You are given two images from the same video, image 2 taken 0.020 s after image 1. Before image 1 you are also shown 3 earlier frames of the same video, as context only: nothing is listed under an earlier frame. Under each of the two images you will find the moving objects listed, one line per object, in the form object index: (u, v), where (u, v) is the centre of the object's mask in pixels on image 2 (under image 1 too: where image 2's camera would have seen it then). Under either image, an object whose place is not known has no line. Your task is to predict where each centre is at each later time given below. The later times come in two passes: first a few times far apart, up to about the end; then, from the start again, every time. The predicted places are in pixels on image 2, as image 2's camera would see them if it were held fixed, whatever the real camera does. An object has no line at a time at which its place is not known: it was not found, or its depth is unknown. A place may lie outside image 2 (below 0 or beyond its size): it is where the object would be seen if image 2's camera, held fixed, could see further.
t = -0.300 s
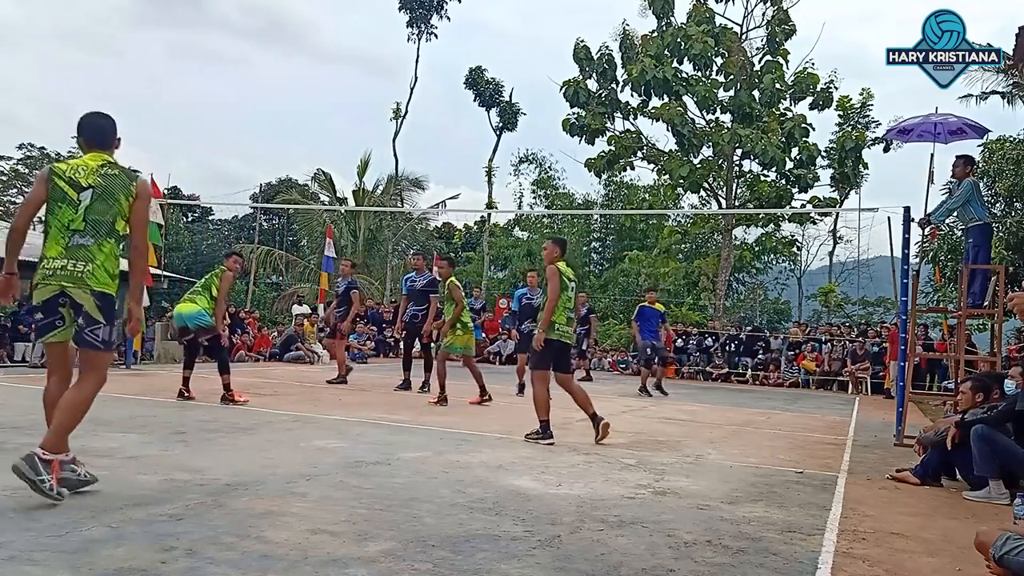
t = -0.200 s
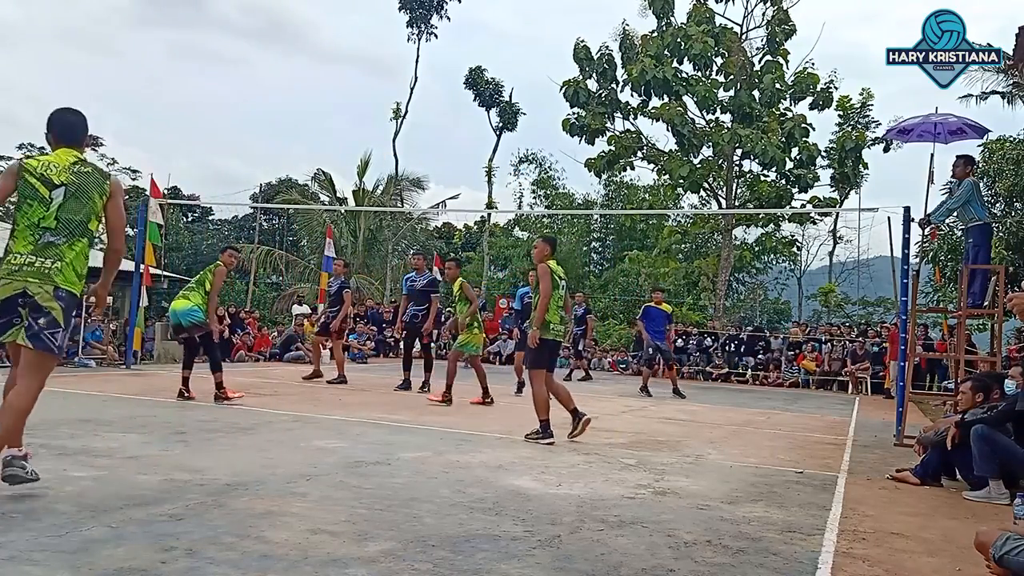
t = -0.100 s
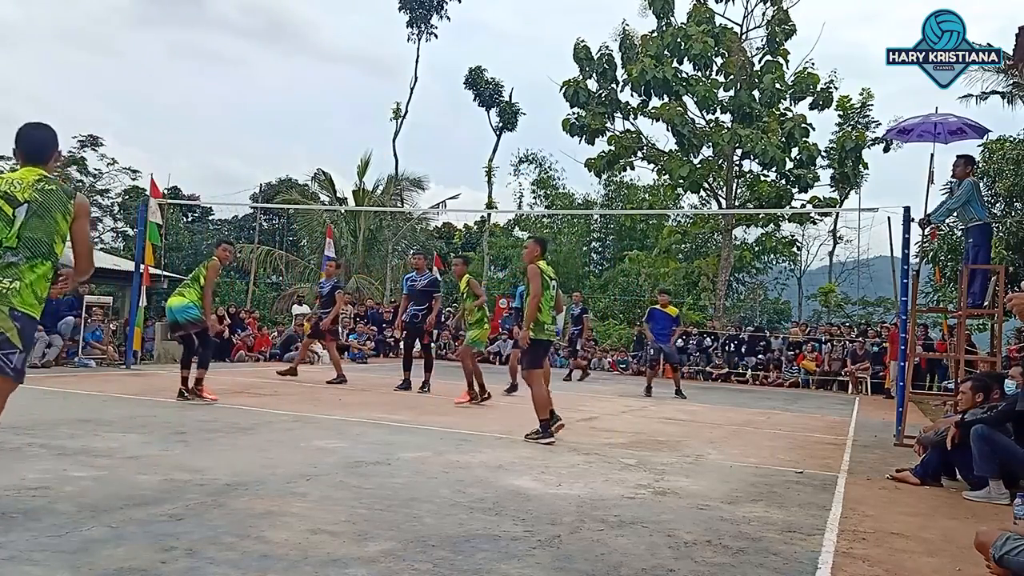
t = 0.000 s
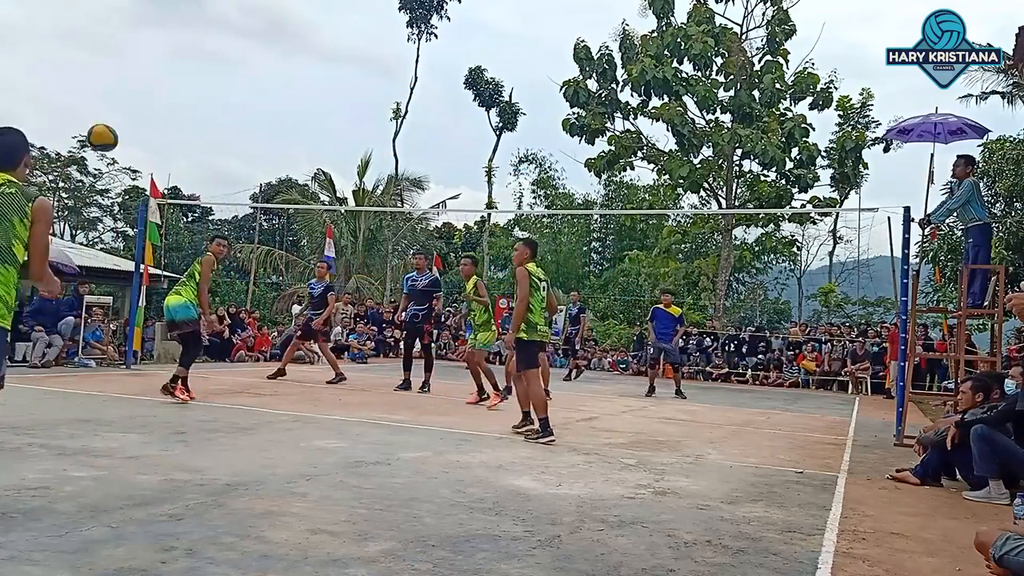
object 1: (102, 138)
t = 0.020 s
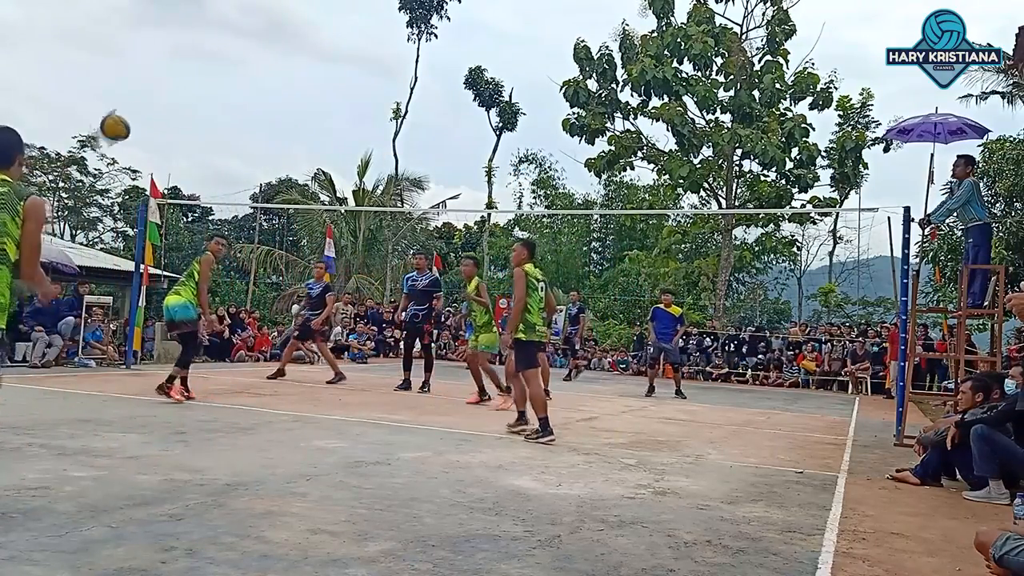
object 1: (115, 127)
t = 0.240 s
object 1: (238, 59)
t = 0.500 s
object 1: (349, 56)
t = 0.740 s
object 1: (428, 110)
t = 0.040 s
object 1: (127, 118)
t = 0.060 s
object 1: (140, 109)
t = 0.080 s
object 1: (152, 102)
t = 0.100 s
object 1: (163, 94)
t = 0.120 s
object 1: (175, 88)
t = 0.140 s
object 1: (186, 82)
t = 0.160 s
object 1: (197, 76)
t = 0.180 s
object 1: (208, 71)
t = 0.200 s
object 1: (218, 66)
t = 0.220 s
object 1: (229, 62)
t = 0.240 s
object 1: (238, 59)
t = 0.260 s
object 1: (249, 55)
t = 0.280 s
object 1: (258, 53)
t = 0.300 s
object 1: (267, 51)
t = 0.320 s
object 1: (276, 50)
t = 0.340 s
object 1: (285, 48)
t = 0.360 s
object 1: (293, 48)
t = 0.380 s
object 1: (301, 48)
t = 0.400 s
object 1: (310, 49)
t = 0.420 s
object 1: (318, 49)
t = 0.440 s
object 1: (326, 51)
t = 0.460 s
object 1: (334, 52)
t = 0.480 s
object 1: (341, 54)
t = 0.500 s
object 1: (349, 56)
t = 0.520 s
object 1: (356, 59)
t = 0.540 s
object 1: (364, 62)
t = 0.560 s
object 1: (370, 65)
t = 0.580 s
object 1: (377, 68)
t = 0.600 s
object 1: (384, 72)
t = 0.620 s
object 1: (390, 77)
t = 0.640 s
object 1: (397, 82)
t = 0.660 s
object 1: (403, 86)
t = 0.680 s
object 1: (409, 92)
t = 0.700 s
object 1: (416, 97)
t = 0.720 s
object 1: (421, 103)
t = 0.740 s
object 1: (428, 110)
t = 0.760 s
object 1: (433, 117)
